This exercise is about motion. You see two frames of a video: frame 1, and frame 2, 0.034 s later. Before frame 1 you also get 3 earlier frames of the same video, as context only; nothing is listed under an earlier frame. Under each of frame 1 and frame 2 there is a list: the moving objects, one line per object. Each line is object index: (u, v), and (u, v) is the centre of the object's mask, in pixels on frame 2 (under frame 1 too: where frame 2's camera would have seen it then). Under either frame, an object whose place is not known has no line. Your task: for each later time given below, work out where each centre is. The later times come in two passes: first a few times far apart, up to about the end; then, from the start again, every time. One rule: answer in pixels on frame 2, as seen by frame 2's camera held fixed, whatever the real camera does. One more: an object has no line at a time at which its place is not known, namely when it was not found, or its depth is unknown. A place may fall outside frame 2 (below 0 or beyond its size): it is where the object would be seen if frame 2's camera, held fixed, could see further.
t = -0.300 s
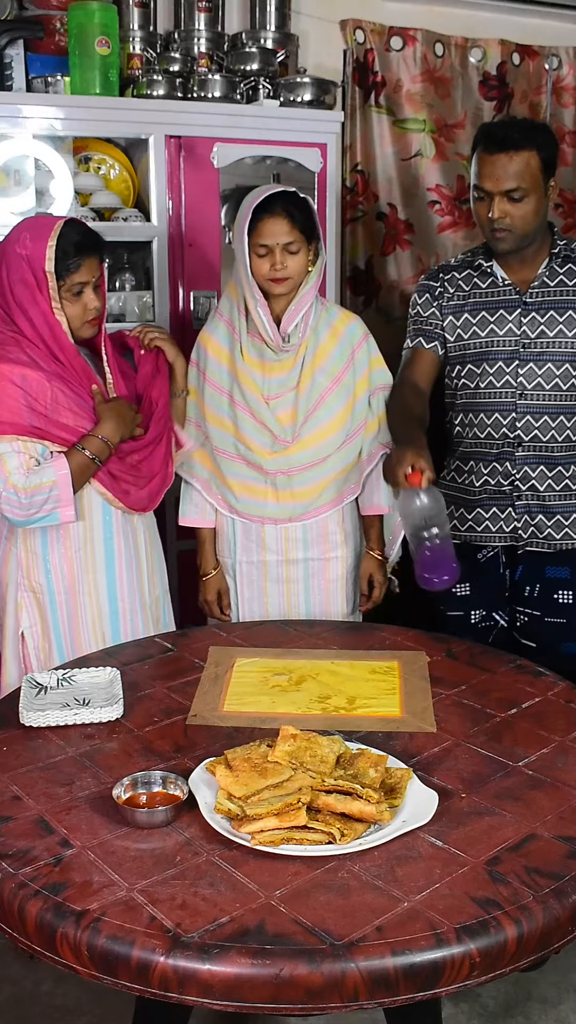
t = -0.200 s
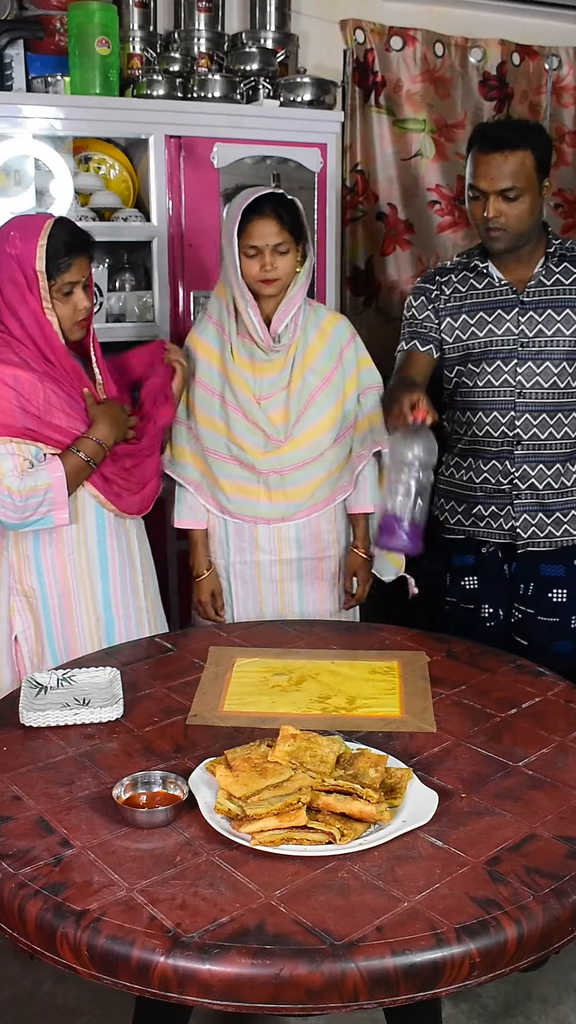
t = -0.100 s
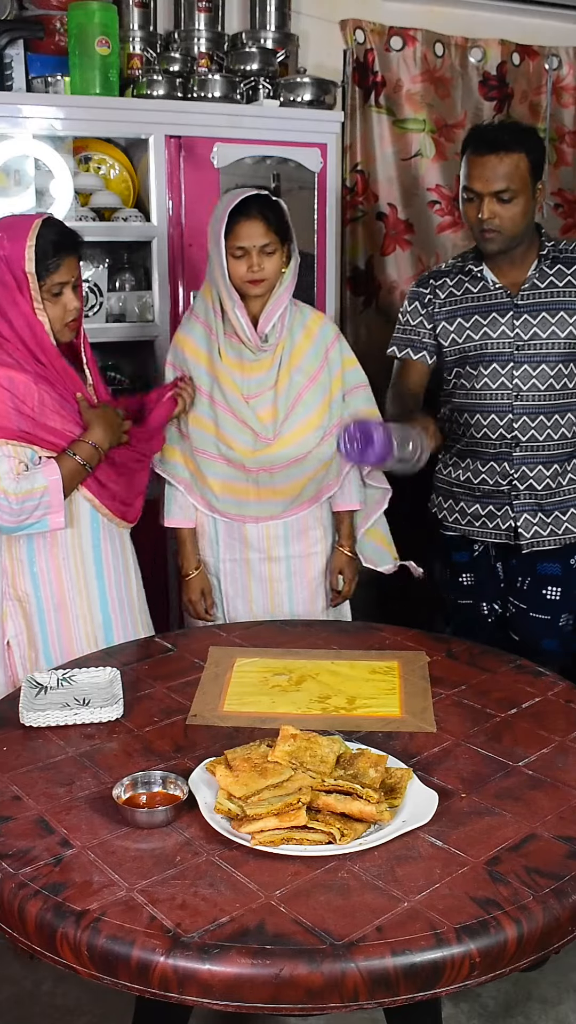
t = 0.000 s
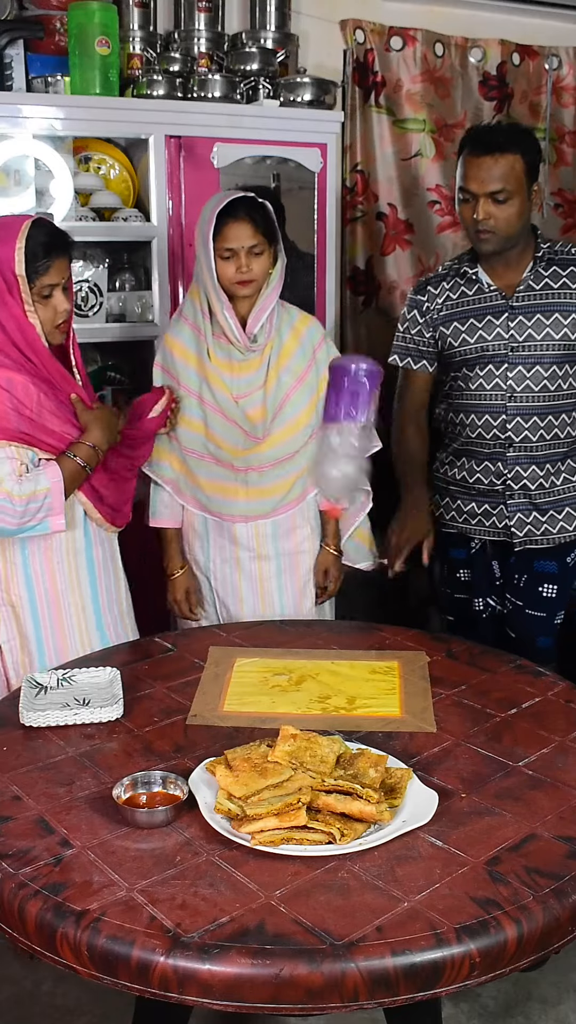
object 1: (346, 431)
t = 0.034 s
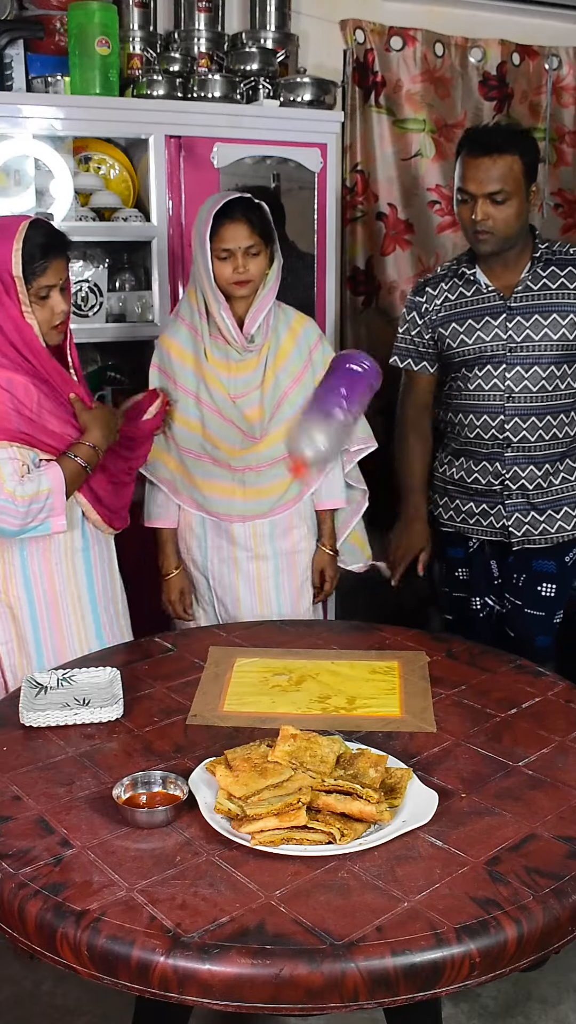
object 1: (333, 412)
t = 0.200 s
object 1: (301, 453)
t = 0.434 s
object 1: (262, 614)
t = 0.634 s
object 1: (245, 626)
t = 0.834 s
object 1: (227, 647)
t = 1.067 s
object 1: (207, 689)
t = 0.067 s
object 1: (325, 397)
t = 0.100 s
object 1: (317, 393)
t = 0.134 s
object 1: (312, 402)
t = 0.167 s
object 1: (307, 423)
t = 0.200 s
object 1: (301, 453)
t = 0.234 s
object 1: (295, 487)
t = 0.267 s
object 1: (289, 530)
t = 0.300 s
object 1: (282, 581)
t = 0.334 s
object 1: (279, 607)
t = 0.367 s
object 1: (276, 611)
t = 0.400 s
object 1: (268, 613)
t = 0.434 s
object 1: (262, 614)
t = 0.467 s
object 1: (258, 616)
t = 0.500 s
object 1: (254, 618)
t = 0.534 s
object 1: (252, 620)
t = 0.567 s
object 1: (250, 622)
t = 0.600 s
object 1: (248, 624)
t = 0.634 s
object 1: (245, 626)
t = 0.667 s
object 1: (243, 628)
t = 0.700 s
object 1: (240, 631)
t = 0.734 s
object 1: (237, 634)
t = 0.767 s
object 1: (234, 637)
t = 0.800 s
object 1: (230, 641)
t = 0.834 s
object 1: (227, 647)
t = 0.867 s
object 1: (220, 654)
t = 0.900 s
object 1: (213, 665)
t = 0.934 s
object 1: (206, 680)
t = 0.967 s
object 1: (204, 689)
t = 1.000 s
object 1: (206, 687)
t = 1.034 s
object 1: (207, 689)
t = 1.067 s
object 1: (207, 689)
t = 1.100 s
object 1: (207, 689)
